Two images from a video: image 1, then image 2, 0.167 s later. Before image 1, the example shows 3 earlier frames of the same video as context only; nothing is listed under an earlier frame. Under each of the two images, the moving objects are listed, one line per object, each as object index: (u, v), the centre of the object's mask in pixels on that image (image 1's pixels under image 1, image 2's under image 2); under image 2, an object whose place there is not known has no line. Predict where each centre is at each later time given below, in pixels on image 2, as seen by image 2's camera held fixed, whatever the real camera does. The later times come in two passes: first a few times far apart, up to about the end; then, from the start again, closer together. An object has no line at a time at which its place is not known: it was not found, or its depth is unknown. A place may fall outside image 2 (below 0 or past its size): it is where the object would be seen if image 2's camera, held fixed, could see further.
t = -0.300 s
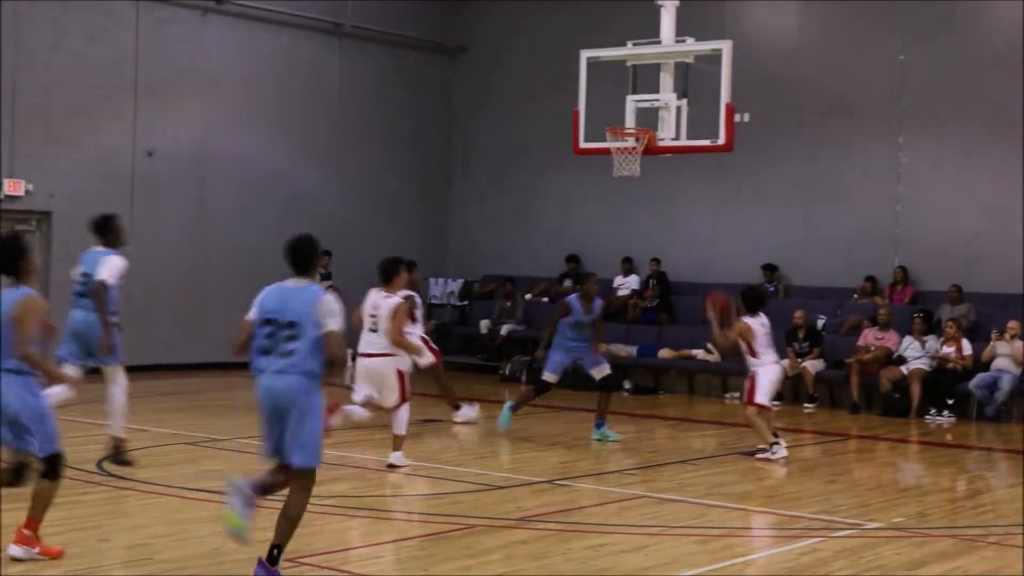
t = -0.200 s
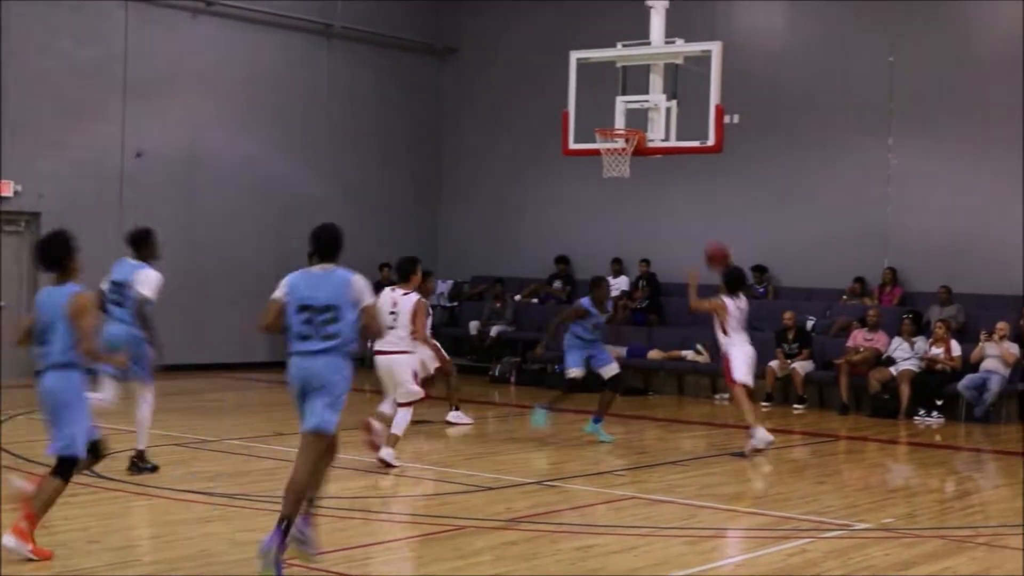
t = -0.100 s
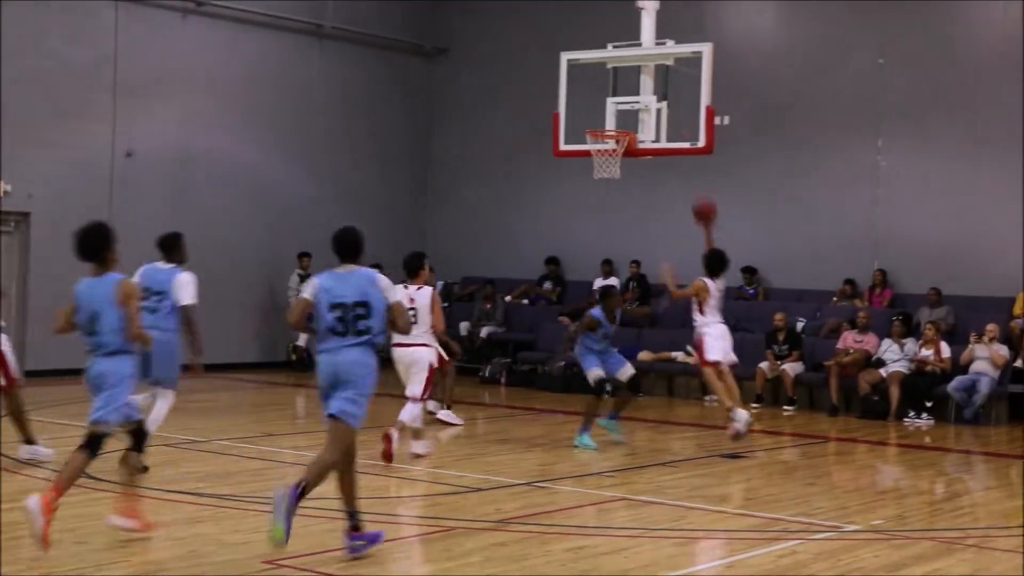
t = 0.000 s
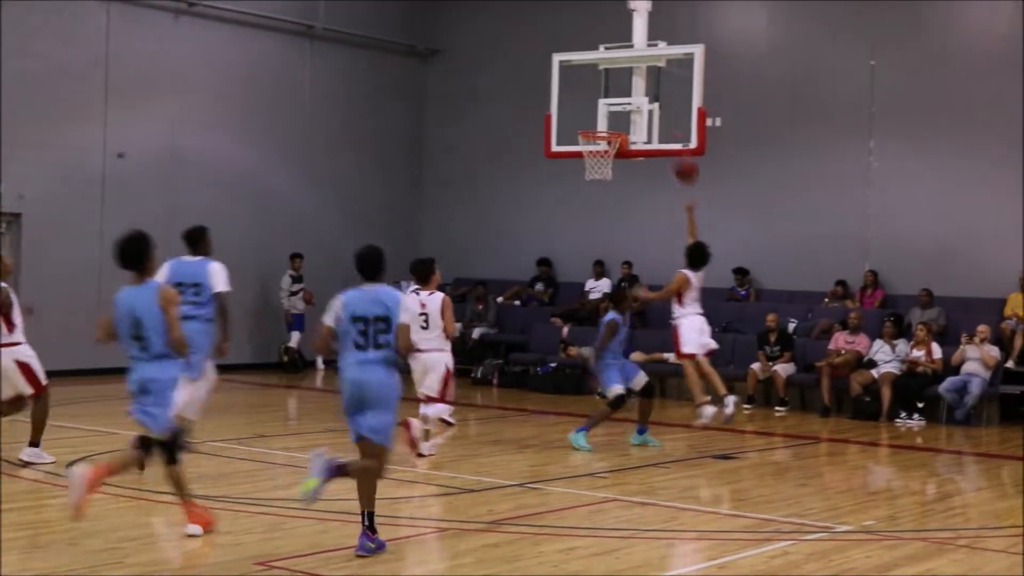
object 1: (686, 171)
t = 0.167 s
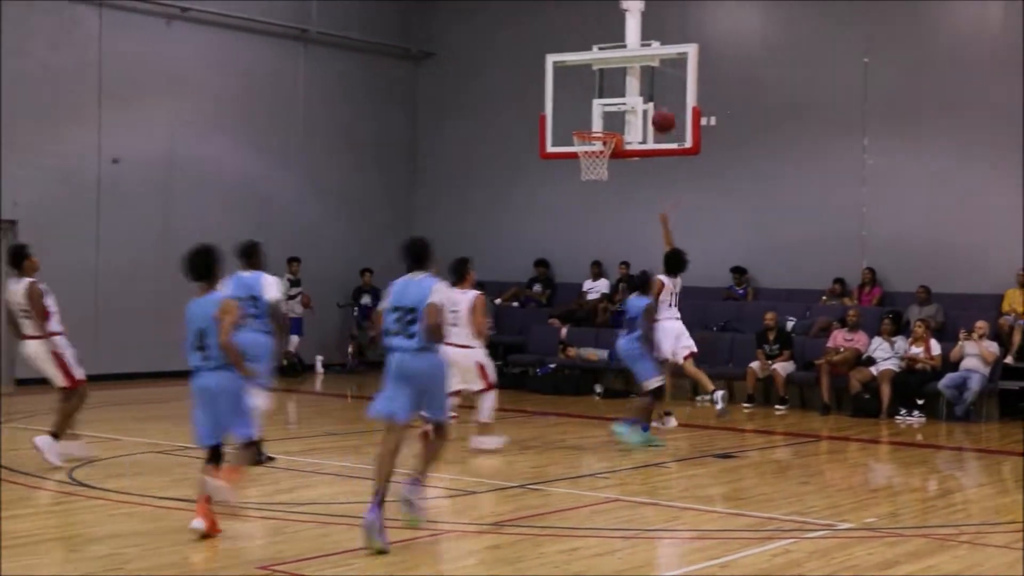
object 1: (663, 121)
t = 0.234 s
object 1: (656, 111)
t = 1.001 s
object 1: (581, 197)
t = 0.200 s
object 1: (660, 115)
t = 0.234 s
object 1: (656, 111)
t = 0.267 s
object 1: (652, 106)
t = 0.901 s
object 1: (580, 179)
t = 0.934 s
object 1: (580, 183)
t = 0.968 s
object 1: (581, 189)
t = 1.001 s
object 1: (581, 197)
